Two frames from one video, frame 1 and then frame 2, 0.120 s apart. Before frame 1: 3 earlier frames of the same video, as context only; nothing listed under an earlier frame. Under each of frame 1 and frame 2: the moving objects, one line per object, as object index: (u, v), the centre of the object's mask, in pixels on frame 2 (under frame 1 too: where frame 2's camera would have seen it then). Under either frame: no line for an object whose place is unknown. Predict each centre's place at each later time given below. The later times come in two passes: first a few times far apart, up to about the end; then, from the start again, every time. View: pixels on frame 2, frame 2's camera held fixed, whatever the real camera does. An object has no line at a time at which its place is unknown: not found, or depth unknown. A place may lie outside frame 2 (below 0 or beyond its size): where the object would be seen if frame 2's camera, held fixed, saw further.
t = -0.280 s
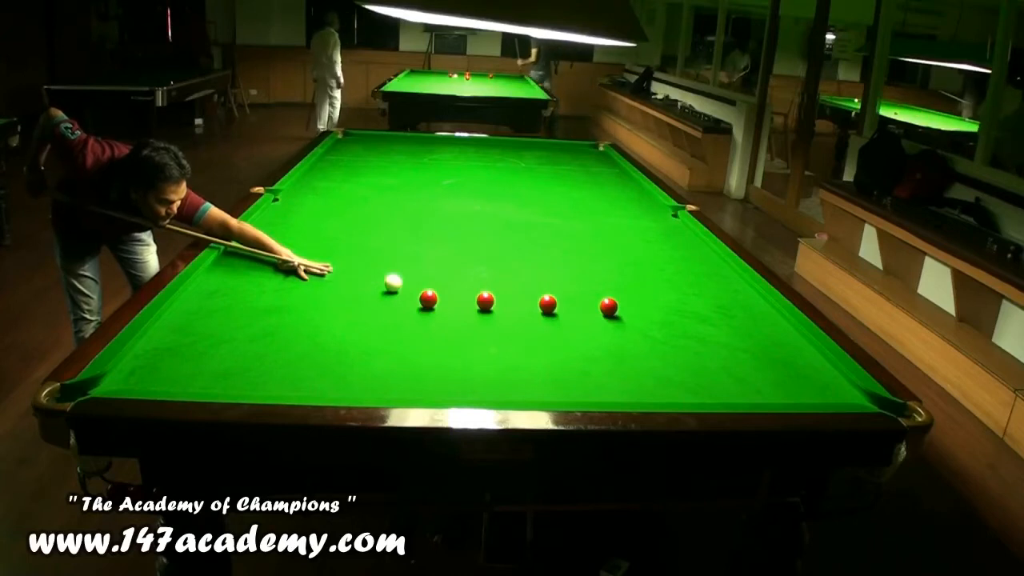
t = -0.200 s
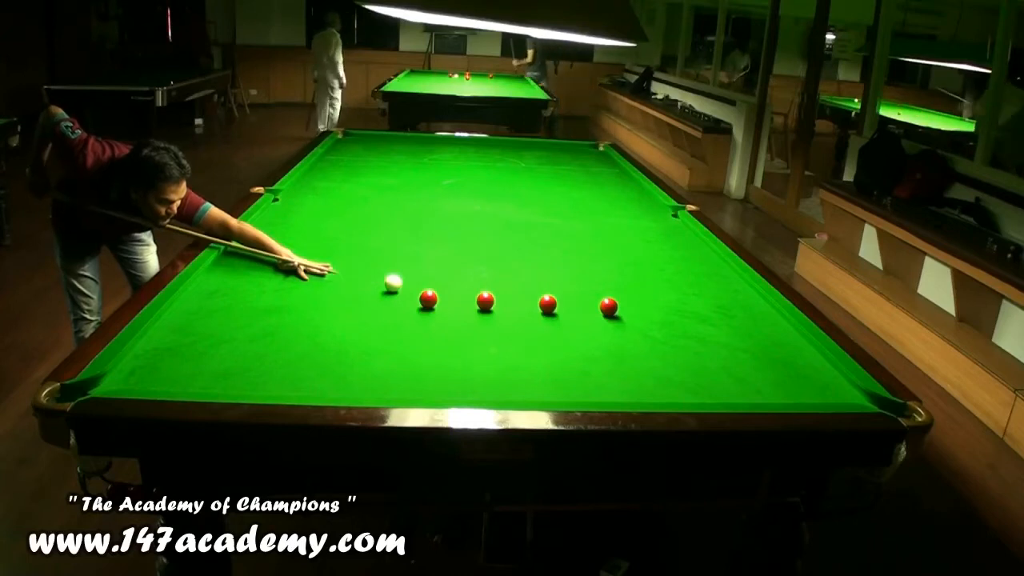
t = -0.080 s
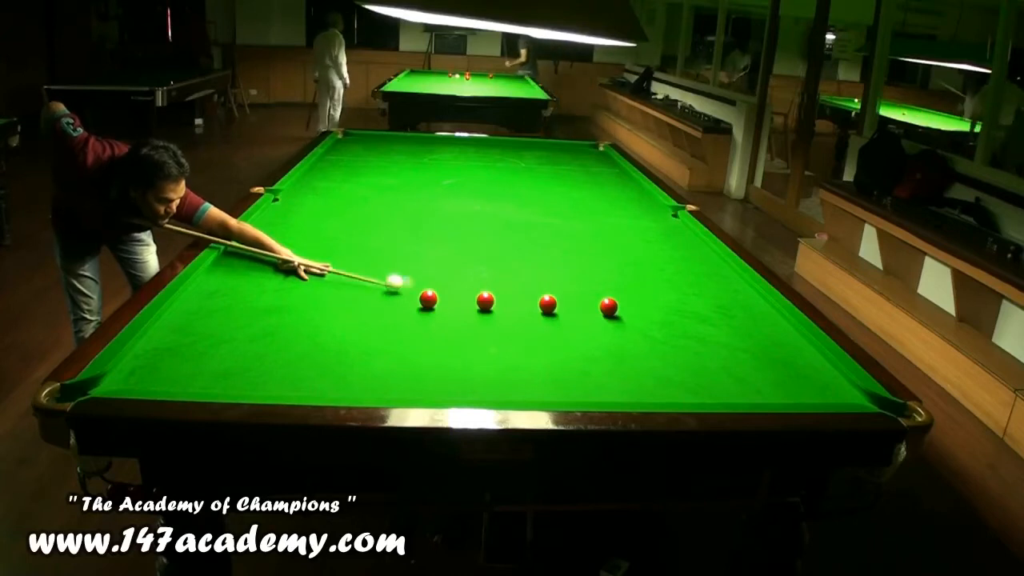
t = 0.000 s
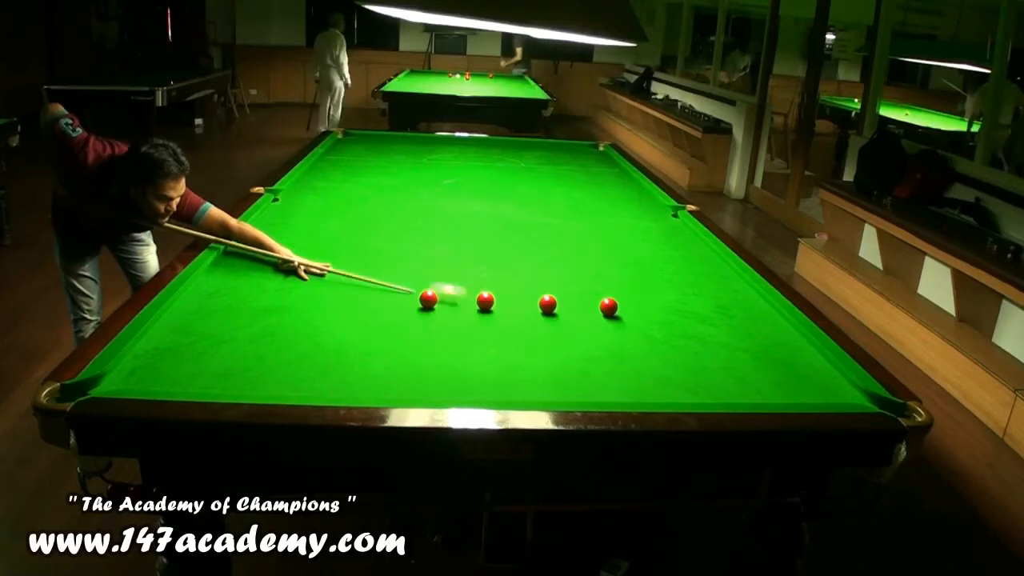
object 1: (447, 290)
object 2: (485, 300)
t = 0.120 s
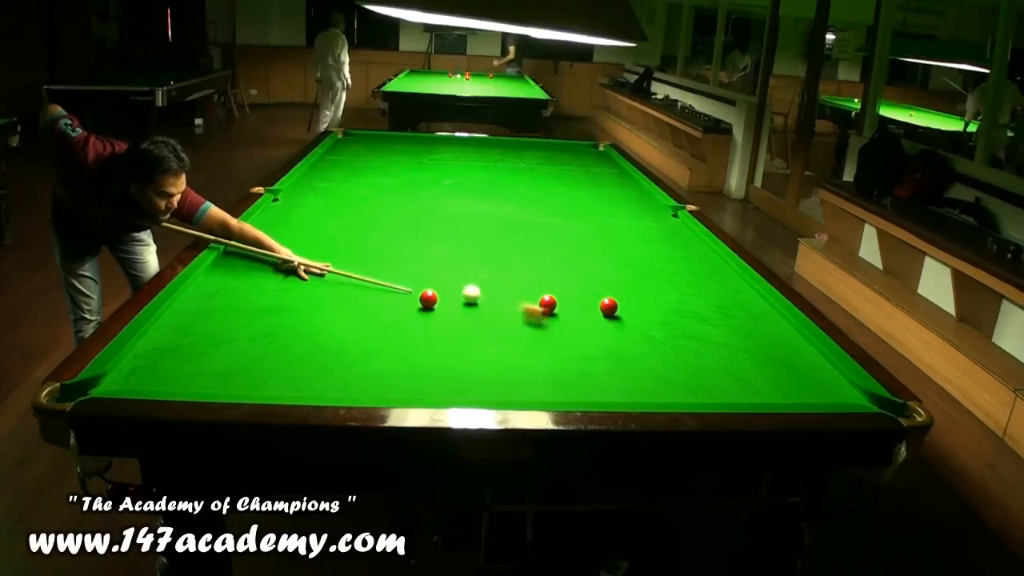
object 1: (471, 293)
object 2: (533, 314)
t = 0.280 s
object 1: (468, 288)
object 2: (616, 335)
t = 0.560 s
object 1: (464, 281)
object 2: (766, 373)
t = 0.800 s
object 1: (461, 276)
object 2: (886, 407)
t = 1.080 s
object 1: (459, 270)
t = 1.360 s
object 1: (457, 266)
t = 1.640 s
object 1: (456, 263)
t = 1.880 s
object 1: (455, 262)
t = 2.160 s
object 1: (455, 260)
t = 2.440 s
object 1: (454, 260)
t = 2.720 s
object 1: (454, 260)
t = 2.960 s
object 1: (454, 260)
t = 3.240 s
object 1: (454, 261)
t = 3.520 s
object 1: (454, 261)
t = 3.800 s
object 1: (454, 260)
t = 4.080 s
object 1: (454, 260)
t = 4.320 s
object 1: (454, 260)
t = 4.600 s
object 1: (454, 260)
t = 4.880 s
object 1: (454, 260)
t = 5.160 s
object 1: (454, 260)
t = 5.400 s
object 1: (454, 260)
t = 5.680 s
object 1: (454, 260)
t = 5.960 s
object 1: (454, 260)
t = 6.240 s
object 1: (454, 260)
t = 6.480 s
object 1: (454, 260)
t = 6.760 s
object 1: (454, 260)
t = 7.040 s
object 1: (454, 260)
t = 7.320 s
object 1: (454, 260)
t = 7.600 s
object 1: (454, 260)
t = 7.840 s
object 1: (454, 260)
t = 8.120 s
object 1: (454, 260)
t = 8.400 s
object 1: (454, 260)
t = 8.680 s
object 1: (454, 260)
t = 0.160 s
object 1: (471, 292)
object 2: (555, 319)
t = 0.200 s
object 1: (469, 291)
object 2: (576, 325)
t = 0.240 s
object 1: (469, 289)
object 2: (596, 330)
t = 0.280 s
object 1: (468, 288)
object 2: (616, 335)
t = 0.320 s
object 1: (467, 287)
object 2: (636, 340)
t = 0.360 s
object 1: (467, 286)
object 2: (656, 345)
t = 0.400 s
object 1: (466, 285)
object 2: (678, 350)
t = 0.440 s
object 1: (466, 284)
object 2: (700, 356)
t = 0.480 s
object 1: (465, 283)
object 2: (722, 362)
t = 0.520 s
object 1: (464, 282)
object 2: (743, 368)
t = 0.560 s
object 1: (464, 281)
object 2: (766, 373)
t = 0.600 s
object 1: (463, 280)
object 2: (789, 379)
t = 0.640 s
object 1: (463, 279)
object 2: (811, 385)
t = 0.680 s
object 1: (462, 278)
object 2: (834, 390)
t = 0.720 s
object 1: (462, 277)
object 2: (857, 395)
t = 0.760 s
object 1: (461, 277)
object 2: (875, 400)
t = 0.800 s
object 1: (461, 276)
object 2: (886, 407)
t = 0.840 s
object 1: (461, 275)
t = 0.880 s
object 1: (460, 274)
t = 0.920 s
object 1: (460, 273)
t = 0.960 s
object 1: (460, 272)
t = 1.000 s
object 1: (459, 272)
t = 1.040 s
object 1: (459, 271)
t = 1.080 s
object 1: (459, 270)
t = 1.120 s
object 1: (458, 270)
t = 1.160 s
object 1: (458, 269)
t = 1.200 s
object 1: (458, 269)
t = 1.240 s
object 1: (458, 268)
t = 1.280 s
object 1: (457, 268)
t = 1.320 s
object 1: (457, 267)
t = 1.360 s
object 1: (457, 266)
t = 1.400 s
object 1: (457, 266)
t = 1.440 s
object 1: (457, 265)
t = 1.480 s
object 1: (456, 264)
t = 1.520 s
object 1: (456, 264)
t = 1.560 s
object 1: (456, 264)
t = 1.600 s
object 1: (456, 264)
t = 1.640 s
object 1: (456, 263)
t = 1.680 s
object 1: (456, 263)
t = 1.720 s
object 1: (456, 263)
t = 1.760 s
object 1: (455, 263)
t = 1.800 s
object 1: (455, 263)
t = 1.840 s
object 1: (455, 262)
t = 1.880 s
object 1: (455, 262)
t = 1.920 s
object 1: (455, 262)
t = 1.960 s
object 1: (455, 261)
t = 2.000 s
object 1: (455, 261)
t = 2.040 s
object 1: (455, 261)
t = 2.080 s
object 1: (455, 261)
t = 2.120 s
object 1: (455, 261)
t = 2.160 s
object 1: (455, 260)
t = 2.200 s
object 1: (455, 260)
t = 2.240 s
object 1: (455, 260)
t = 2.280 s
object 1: (454, 260)
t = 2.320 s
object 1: (454, 260)
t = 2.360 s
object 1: (454, 260)
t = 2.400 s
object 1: (454, 260)
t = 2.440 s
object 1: (454, 260)
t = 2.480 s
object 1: (454, 260)
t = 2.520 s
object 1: (454, 260)
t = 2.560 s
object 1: (454, 260)
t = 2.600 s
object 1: (454, 260)
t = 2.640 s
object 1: (454, 260)
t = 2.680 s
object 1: (454, 260)
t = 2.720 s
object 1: (454, 260)
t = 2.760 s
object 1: (454, 260)
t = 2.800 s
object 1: (454, 260)
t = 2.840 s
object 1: (454, 260)
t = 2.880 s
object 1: (454, 260)
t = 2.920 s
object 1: (454, 260)
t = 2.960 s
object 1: (454, 260)
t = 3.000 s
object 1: (454, 260)
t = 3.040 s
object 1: (454, 260)
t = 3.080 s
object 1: (454, 260)
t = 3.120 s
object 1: (454, 260)
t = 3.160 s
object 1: (454, 260)
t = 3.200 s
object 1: (454, 261)
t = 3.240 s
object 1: (454, 261)
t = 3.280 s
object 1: (454, 261)
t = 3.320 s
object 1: (454, 261)
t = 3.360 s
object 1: (454, 260)
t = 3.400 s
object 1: (454, 261)
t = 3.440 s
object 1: (454, 261)
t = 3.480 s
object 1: (454, 261)
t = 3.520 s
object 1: (454, 261)
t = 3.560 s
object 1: (454, 261)
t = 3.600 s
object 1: (454, 261)
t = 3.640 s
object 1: (454, 261)
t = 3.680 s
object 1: (454, 261)
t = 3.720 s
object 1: (454, 261)
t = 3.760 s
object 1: (454, 261)
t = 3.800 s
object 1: (454, 260)
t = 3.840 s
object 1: (454, 260)
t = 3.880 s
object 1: (454, 260)
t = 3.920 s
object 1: (454, 260)
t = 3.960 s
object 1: (454, 260)
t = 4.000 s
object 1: (454, 260)
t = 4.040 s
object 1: (454, 260)
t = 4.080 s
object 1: (454, 260)
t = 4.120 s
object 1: (454, 260)
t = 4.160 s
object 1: (454, 260)
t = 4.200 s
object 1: (454, 260)
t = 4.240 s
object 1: (454, 260)
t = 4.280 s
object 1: (454, 260)
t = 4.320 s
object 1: (454, 260)
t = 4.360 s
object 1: (454, 260)
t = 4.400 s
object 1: (454, 260)
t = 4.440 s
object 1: (454, 260)
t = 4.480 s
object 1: (454, 260)
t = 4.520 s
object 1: (454, 260)
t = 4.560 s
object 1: (454, 260)
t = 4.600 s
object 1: (454, 260)
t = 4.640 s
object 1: (454, 260)
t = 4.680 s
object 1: (454, 260)
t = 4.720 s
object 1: (454, 260)
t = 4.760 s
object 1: (454, 260)
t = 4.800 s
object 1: (454, 260)
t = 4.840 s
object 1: (454, 260)
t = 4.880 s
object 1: (454, 260)
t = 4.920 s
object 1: (454, 260)
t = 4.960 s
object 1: (454, 260)
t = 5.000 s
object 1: (454, 260)
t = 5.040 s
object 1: (454, 260)
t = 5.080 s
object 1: (454, 260)
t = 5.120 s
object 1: (454, 260)
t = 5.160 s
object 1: (454, 260)
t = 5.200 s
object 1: (454, 260)
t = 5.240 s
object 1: (454, 260)
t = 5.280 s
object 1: (454, 260)
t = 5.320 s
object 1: (454, 260)
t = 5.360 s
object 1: (454, 260)
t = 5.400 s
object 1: (454, 260)
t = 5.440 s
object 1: (454, 260)
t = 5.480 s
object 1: (454, 260)
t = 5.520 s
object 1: (454, 260)
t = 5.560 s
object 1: (454, 260)
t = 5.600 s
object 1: (454, 260)
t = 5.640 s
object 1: (454, 260)
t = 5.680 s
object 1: (454, 260)
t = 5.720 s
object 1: (454, 260)
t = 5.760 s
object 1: (454, 260)
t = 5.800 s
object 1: (454, 260)
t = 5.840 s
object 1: (454, 260)
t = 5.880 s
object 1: (454, 260)
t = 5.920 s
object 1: (454, 260)
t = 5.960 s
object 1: (454, 260)
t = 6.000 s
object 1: (454, 260)
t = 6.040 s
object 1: (454, 260)
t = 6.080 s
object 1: (454, 260)
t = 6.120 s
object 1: (454, 260)
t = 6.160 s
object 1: (454, 260)
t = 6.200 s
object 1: (454, 260)
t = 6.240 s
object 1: (454, 260)
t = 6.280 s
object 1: (454, 260)
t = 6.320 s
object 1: (454, 260)
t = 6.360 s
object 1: (454, 260)
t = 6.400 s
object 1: (454, 260)
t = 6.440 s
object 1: (454, 260)
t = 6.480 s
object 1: (454, 260)
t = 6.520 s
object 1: (454, 260)
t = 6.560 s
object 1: (454, 260)
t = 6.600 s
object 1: (454, 260)
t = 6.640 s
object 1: (454, 260)
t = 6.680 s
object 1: (454, 260)
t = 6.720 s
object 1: (454, 260)
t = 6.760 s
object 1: (454, 260)
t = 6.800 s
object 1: (454, 260)
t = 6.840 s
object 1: (454, 260)
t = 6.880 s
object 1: (454, 260)
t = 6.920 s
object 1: (454, 260)
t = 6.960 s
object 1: (454, 260)
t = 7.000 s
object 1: (454, 260)
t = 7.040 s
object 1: (454, 260)
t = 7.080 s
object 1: (454, 260)
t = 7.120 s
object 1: (454, 260)
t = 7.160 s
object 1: (454, 260)
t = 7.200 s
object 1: (454, 260)
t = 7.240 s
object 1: (454, 260)
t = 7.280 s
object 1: (454, 260)
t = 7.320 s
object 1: (454, 260)
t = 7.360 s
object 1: (454, 260)
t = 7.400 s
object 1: (454, 260)
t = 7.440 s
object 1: (454, 260)
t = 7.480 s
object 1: (454, 260)
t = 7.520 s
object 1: (454, 260)
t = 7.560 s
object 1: (454, 260)
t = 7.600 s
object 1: (454, 260)
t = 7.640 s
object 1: (454, 260)
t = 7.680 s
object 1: (454, 260)
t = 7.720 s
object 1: (454, 260)
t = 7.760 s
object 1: (454, 260)
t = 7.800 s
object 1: (454, 260)
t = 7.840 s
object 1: (454, 260)
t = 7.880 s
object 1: (454, 260)
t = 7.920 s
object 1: (454, 260)
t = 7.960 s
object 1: (454, 260)
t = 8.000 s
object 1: (454, 260)
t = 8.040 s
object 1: (454, 260)
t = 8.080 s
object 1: (454, 260)
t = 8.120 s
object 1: (454, 260)
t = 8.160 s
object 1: (454, 260)
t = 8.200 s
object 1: (454, 260)
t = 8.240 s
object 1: (454, 260)
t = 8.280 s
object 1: (454, 260)
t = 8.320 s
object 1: (454, 260)
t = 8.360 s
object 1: (454, 260)
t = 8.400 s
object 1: (454, 260)
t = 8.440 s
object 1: (454, 260)
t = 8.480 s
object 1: (454, 260)
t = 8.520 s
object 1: (454, 260)
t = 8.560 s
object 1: (454, 260)
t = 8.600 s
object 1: (454, 260)
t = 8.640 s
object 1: (454, 260)
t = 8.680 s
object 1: (454, 260)
